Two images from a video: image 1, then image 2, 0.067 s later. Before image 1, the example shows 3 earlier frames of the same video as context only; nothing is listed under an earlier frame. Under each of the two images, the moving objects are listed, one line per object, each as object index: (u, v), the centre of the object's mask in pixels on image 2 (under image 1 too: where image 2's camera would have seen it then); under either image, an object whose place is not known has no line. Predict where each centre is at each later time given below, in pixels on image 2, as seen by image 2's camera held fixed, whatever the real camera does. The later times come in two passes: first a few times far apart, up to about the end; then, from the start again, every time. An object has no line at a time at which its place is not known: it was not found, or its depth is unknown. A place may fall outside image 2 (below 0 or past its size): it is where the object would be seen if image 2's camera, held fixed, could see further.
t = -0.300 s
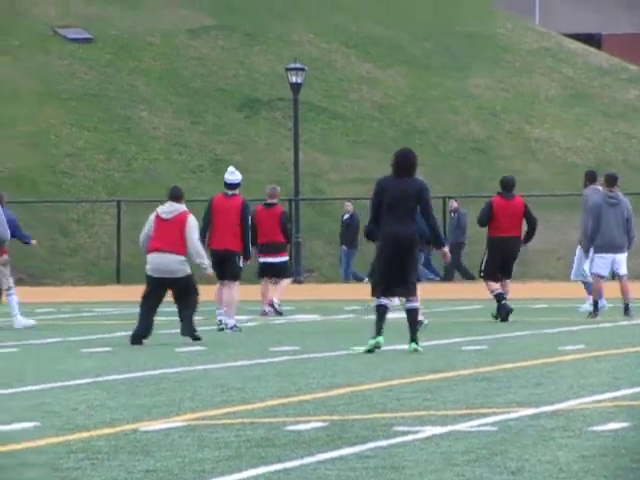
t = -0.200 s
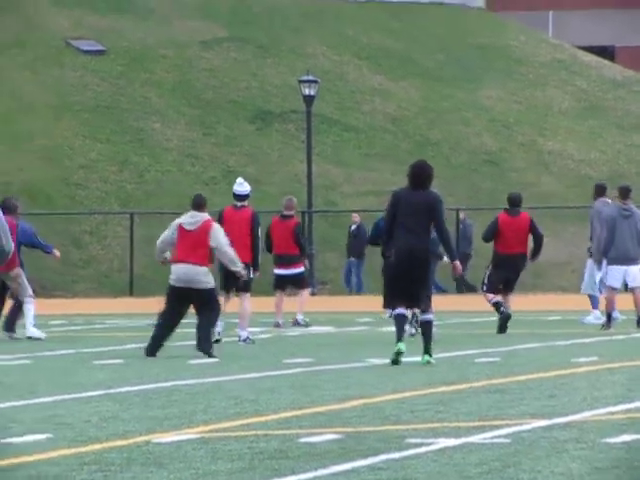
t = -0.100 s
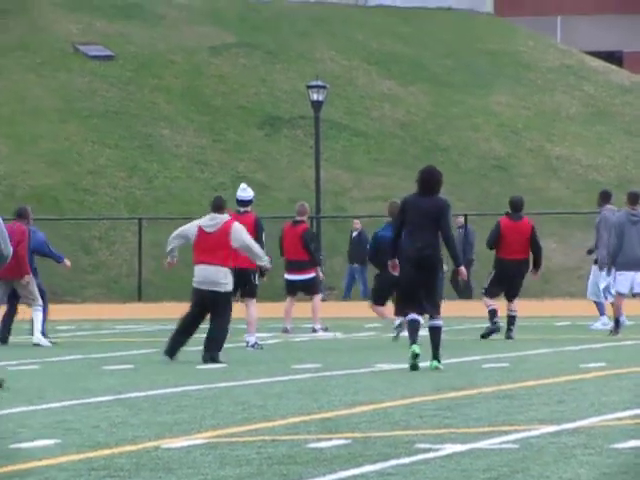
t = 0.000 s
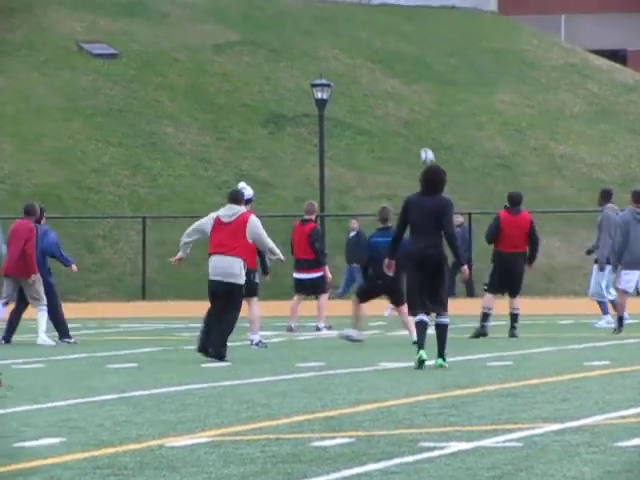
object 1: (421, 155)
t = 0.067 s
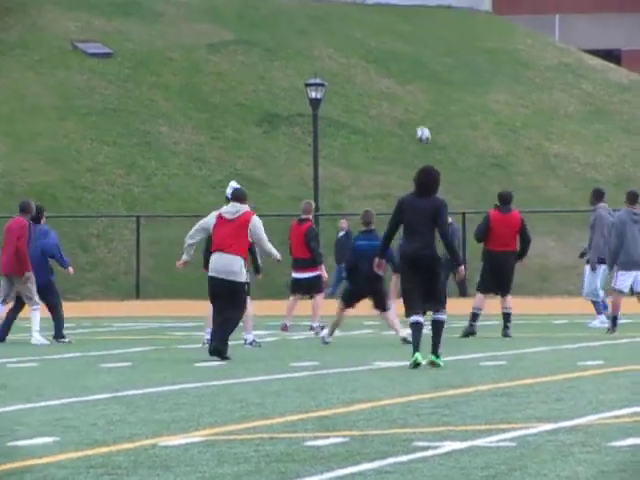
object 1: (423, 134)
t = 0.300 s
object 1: (430, 79)
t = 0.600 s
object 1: (444, 62)
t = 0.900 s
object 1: (463, 112)
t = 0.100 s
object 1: (424, 123)
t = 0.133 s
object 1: (424, 115)
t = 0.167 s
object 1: (425, 106)
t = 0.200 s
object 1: (426, 98)
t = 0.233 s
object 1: (427, 91)
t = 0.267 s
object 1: (428, 85)
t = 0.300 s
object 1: (430, 79)
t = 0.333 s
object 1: (431, 74)
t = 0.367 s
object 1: (432, 70)
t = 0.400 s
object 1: (434, 67)
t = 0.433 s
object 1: (435, 64)
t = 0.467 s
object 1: (436, 62)
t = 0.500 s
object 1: (438, 60)
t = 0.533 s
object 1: (440, 60)
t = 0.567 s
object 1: (441, 60)
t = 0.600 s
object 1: (444, 62)
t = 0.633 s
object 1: (445, 64)
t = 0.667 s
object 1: (447, 67)
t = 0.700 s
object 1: (449, 71)
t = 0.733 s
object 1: (451, 75)
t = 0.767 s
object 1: (454, 81)
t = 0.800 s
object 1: (455, 88)
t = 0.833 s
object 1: (457, 95)
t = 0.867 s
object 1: (460, 104)
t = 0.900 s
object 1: (463, 112)
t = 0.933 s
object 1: (464, 124)
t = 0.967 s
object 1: (467, 135)
